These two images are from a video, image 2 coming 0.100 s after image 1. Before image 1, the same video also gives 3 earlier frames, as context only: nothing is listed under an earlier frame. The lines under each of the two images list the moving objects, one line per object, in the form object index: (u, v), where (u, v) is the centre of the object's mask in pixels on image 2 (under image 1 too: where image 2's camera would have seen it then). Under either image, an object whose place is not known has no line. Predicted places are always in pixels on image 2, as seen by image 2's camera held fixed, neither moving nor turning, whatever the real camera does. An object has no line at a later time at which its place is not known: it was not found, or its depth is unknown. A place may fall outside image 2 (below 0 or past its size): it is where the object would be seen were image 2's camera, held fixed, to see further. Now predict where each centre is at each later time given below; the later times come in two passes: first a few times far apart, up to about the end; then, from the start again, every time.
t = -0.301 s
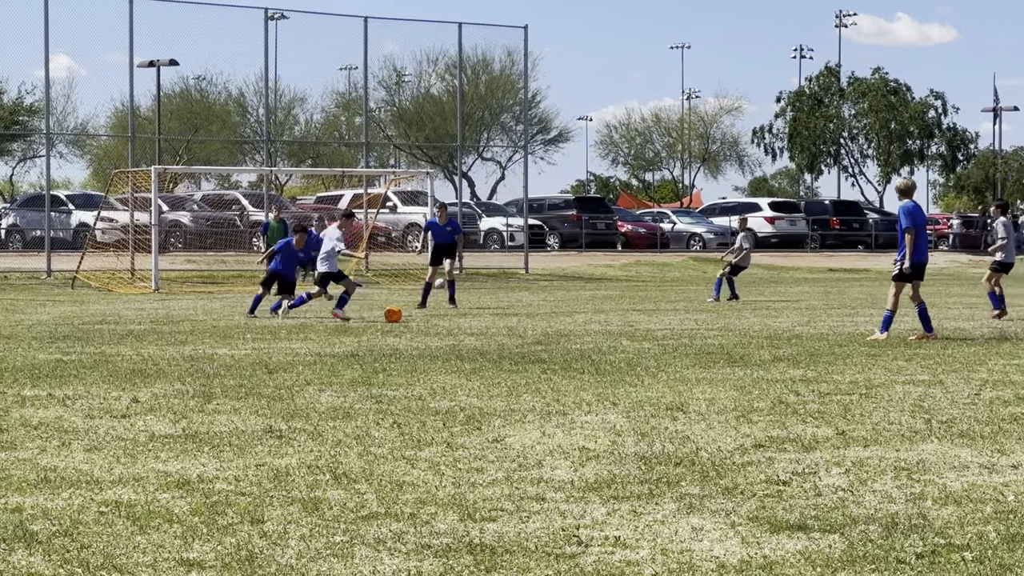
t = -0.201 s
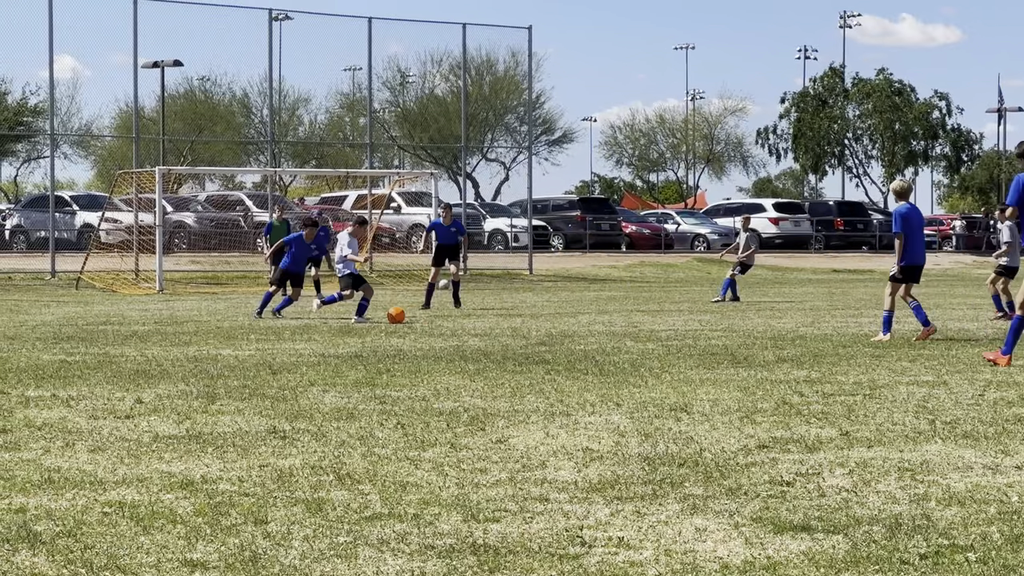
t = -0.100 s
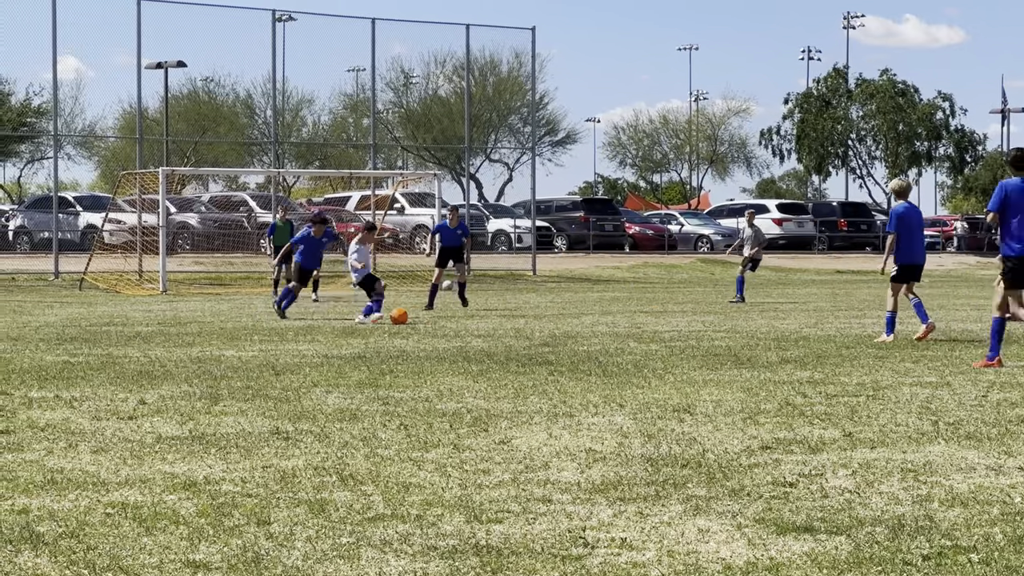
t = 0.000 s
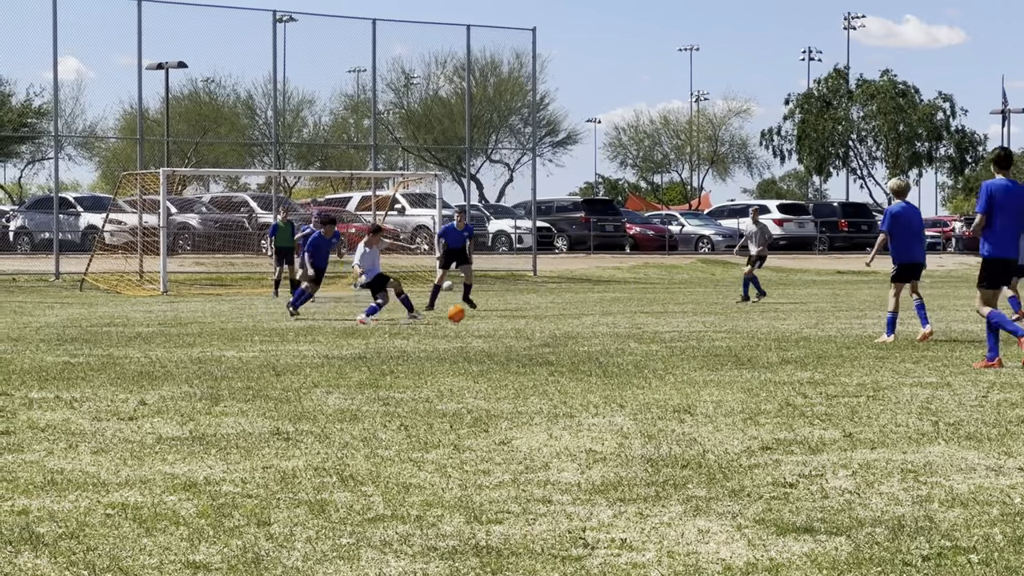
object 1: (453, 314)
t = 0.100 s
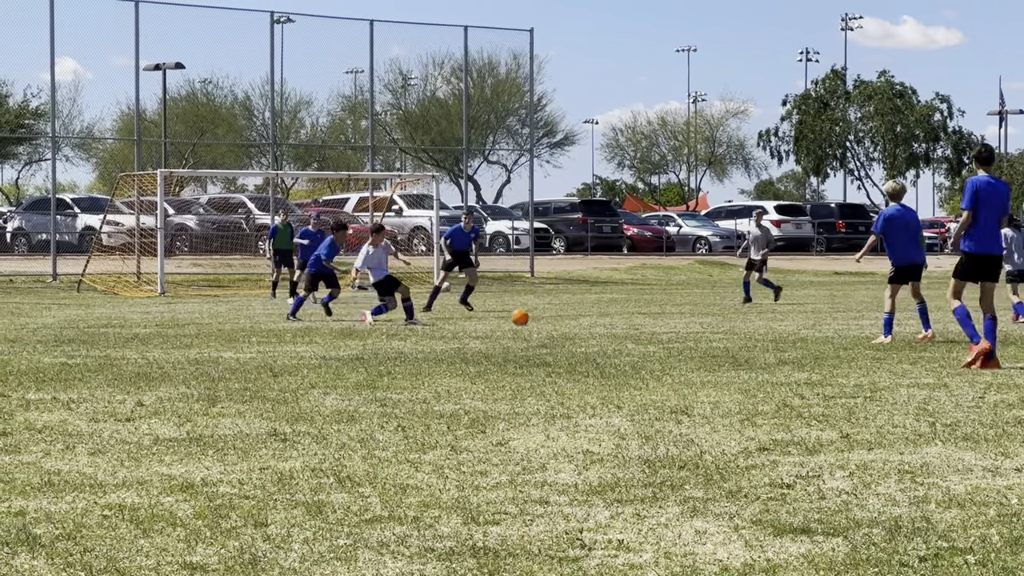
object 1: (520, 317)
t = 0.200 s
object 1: (578, 314)
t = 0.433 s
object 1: (699, 311)
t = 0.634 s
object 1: (786, 315)
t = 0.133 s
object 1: (540, 317)
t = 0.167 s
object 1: (559, 315)
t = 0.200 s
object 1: (578, 314)
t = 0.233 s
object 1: (597, 313)
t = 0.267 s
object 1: (615, 314)
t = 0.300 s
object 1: (633, 315)
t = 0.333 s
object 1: (652, 316)
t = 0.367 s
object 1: (668, 315)
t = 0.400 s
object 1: (683, 313)
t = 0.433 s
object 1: (699, 311)
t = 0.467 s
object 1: (714, 312)
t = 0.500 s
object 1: (729, 313)
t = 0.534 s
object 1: (745, 314)
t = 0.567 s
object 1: (760, 316)
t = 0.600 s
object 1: (773, 315)
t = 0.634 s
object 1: (786, 315)
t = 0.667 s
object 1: (799, 316)
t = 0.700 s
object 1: (811, 315)
